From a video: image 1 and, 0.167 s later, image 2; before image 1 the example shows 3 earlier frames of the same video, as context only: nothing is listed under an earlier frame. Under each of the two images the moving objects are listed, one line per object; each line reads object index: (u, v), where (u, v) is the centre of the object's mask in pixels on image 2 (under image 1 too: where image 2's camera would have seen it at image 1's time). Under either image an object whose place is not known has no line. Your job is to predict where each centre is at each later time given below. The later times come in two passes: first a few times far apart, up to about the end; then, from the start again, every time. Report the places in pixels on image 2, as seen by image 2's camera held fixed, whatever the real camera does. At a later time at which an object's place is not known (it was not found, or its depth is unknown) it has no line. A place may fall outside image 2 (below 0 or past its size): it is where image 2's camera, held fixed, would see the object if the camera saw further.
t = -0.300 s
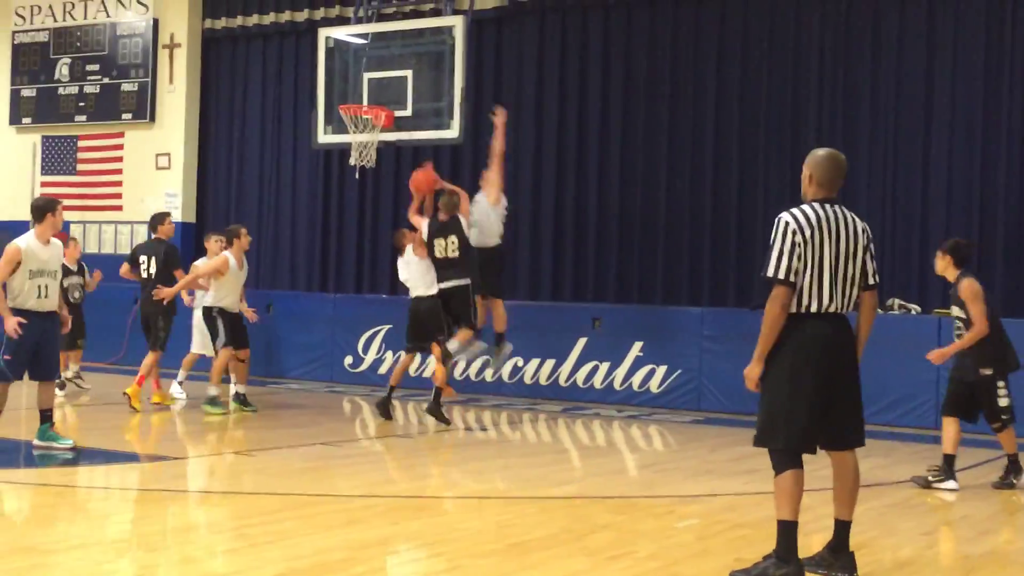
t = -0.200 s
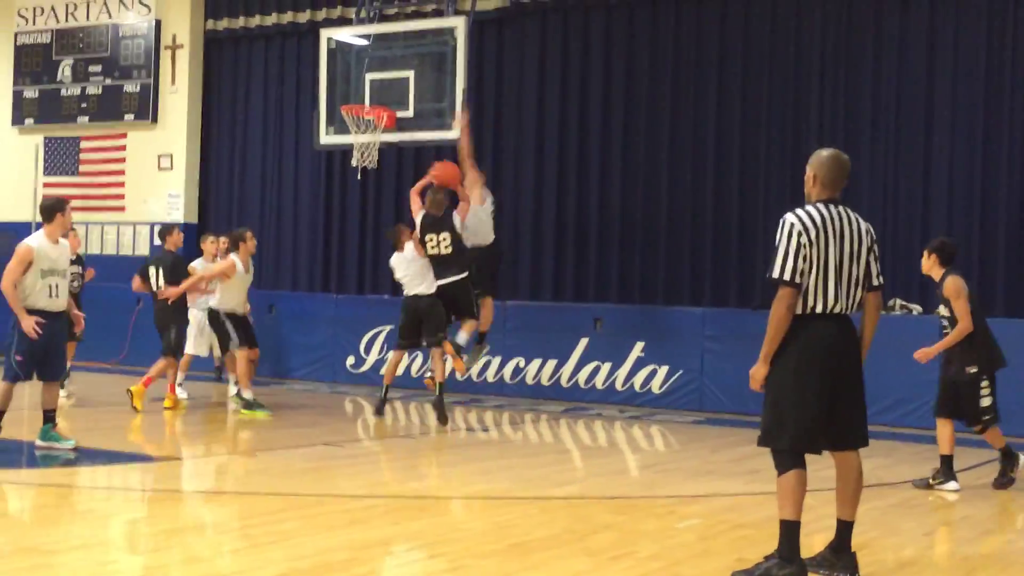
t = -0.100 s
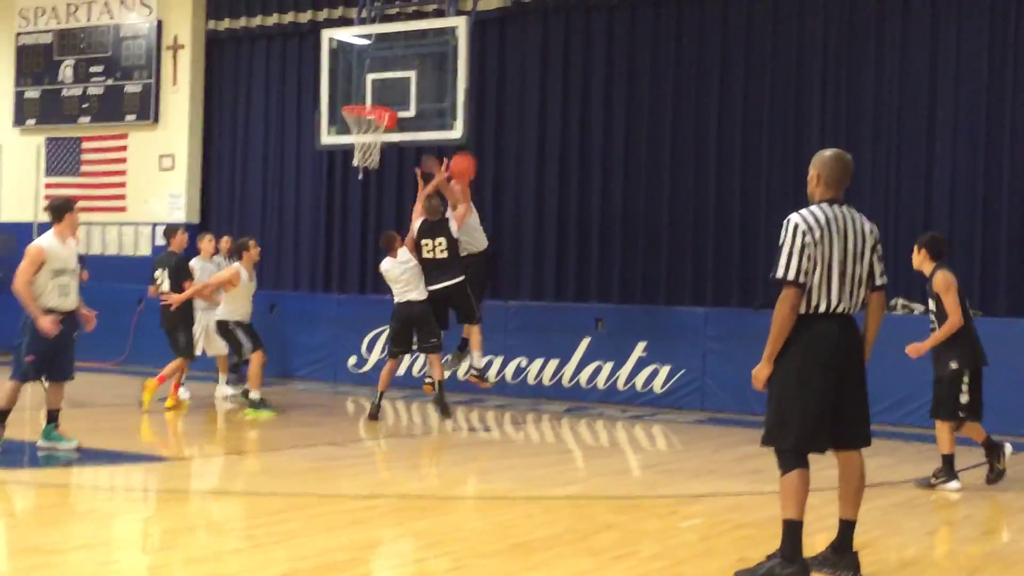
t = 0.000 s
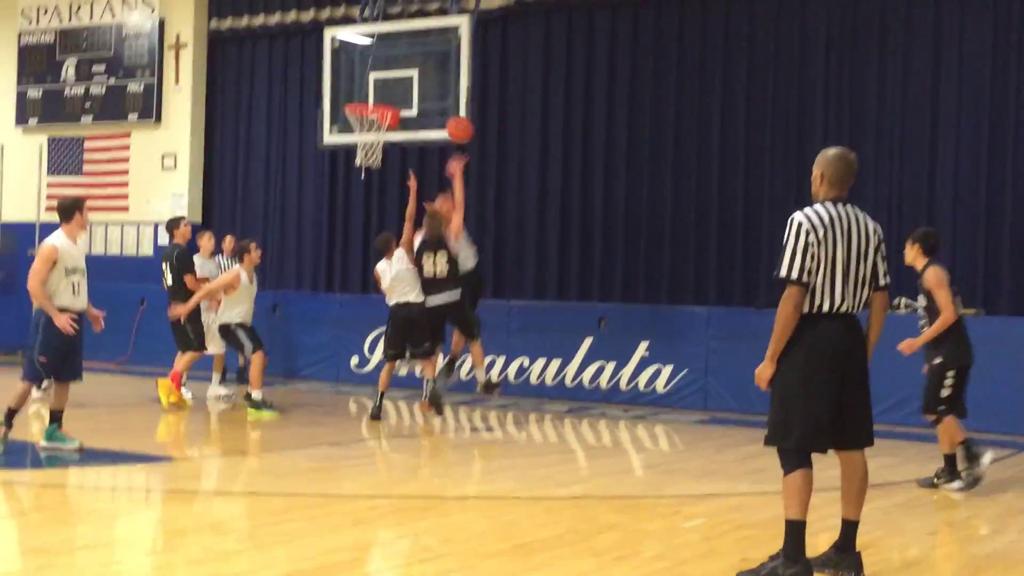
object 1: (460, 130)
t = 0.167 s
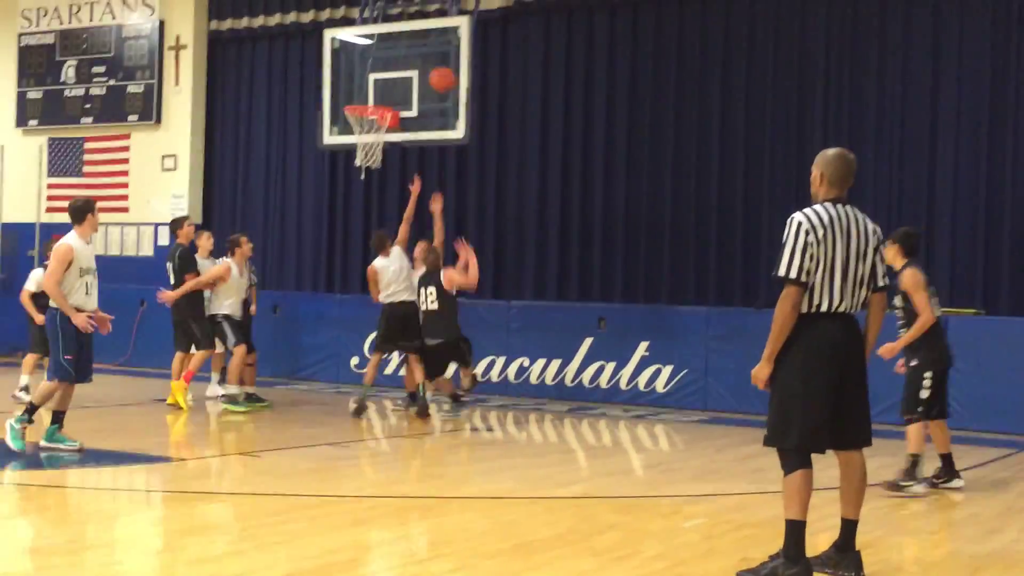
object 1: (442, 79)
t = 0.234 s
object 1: (436, 67)
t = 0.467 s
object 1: (413, 63)
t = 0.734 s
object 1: (377, 96)
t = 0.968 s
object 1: (373, 97)
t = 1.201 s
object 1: (372, 100)
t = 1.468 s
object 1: (354, 147)
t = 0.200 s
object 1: (439, 73)
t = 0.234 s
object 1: (436, 67)
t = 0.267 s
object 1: (433, 64)
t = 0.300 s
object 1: (429, 61)
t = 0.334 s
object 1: (426, 59)
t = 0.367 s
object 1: (423, 58)
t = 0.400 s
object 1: (420, 59)
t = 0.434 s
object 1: (417, 59)
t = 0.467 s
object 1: (413, 63)
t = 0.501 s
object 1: (410, 67)
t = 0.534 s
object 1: (406, 72)
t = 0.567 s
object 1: (402, 79)
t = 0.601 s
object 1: (398, 84)
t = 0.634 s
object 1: (393, 88)
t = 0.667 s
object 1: (388, 94)
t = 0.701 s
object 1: (384, 98)
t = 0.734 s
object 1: (377, 96)
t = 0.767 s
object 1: (370, 97)
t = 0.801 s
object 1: (364, 97)
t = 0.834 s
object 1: (357, 99)
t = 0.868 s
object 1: (358, 98)
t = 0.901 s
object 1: (362, 97)
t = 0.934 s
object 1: (367, 97)
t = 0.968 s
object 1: (373, 97)
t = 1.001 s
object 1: (378, 98)
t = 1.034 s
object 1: (381, 100)
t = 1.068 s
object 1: (380, 97)
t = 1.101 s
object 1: (378, 97)
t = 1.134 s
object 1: (376, 97)
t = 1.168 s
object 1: (374, 97)
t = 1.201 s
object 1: (372, 100)
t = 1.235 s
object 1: (369, 101)
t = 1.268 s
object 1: (365, 105)
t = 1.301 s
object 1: (362, 119)
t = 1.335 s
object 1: (361, 122)
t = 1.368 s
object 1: (358, 133)
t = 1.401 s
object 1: (353, 137)
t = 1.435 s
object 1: (355, 143)
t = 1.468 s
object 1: (354, 147)
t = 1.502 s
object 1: (356, 154)
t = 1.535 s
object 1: (354, 164)
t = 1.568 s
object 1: (355, 171)
